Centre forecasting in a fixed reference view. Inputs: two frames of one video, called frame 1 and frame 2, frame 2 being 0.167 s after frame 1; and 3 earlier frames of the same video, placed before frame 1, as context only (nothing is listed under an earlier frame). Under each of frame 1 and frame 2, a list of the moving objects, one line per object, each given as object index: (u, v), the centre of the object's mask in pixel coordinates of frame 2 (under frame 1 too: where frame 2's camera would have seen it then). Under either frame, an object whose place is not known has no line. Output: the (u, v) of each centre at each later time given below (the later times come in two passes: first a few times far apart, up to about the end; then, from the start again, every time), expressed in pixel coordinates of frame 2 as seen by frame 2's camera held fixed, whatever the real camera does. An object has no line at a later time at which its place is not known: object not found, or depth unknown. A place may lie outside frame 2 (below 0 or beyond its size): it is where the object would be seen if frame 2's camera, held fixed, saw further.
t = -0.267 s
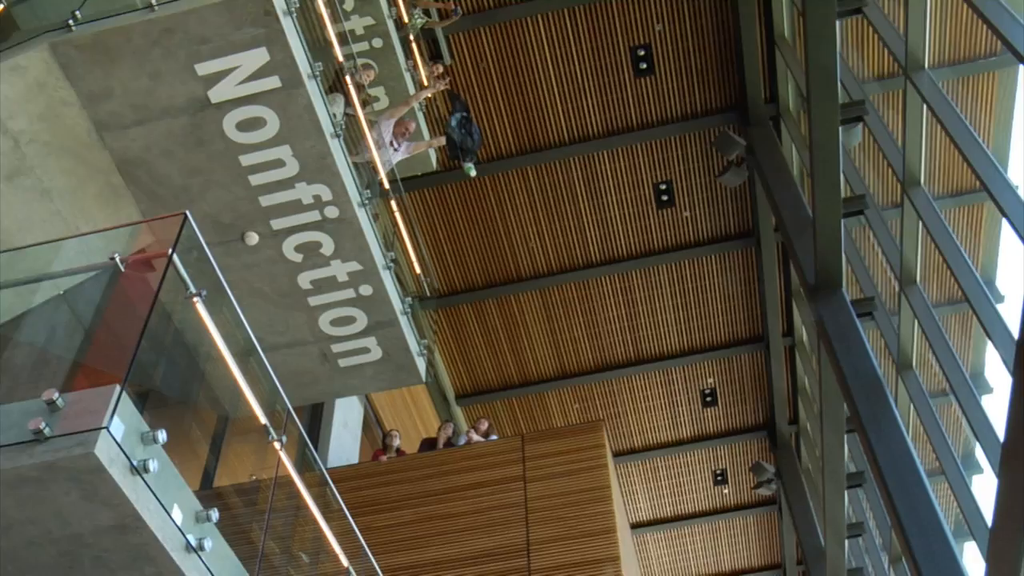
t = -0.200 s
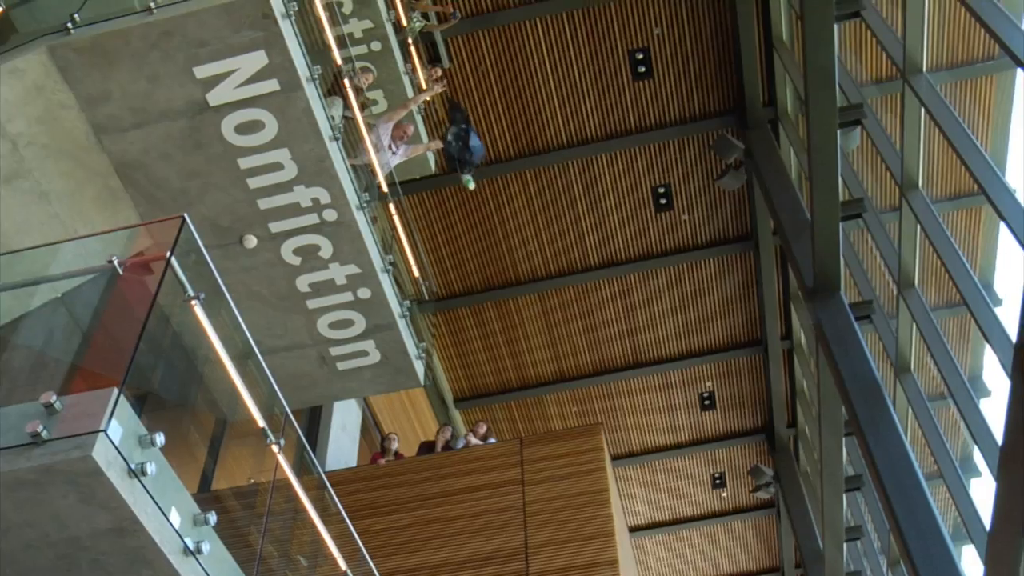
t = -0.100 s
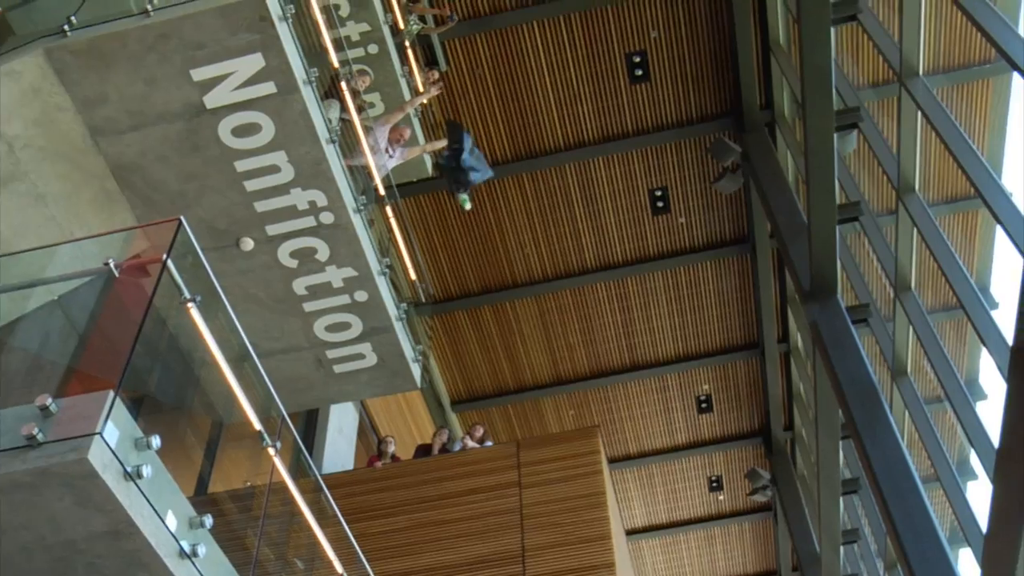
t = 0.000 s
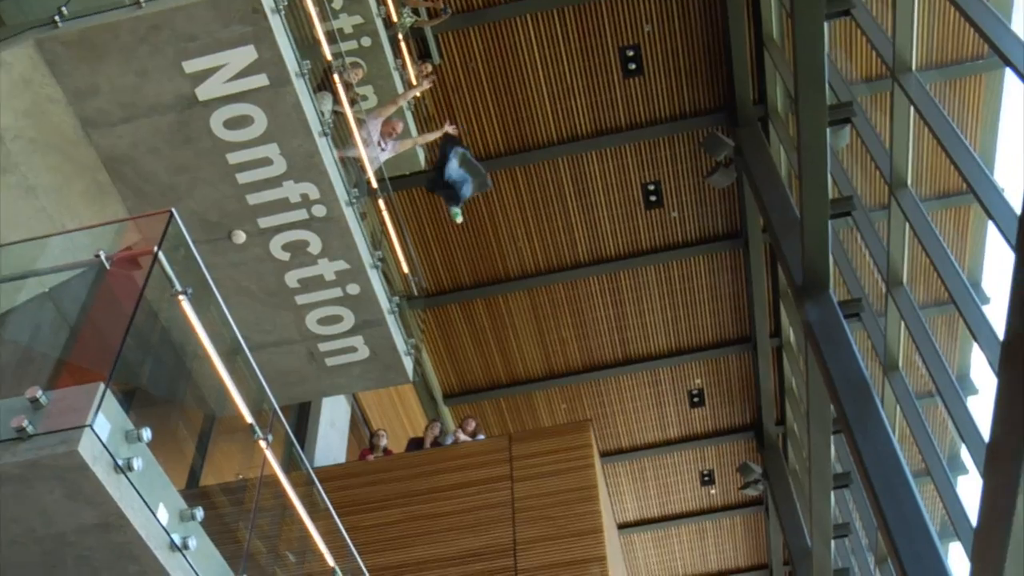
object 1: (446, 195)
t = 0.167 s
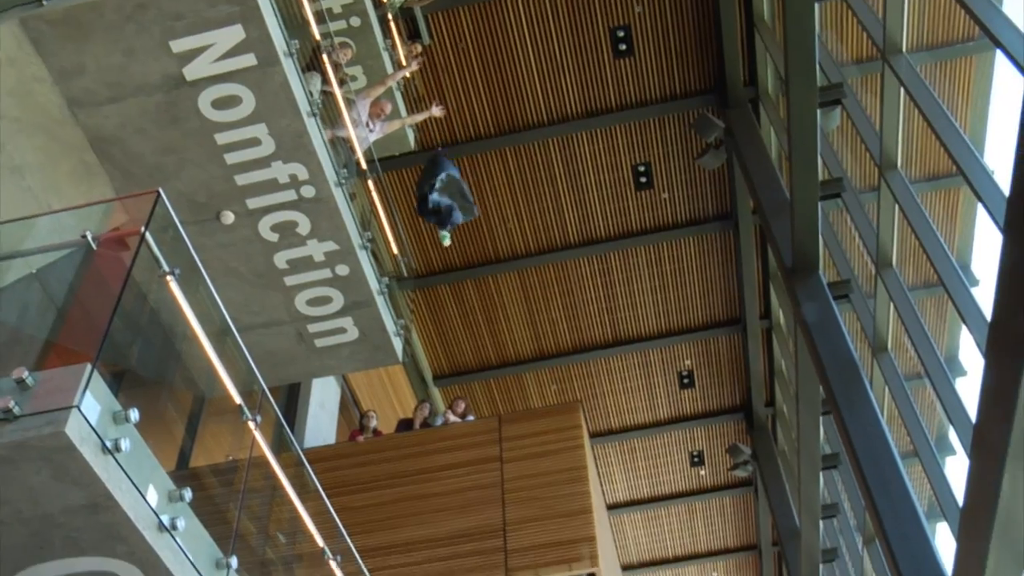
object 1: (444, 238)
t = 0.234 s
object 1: (444, 258)
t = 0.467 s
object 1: (448, 344)
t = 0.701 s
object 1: (457, 449)
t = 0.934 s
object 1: (470, 574)
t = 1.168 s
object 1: (486, 725)
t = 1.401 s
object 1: (509, 904)
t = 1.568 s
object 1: (539, 1056)
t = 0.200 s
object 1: (444, 248)
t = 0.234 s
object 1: (444, 258)
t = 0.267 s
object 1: (445, 269)
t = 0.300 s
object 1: (445, 280)
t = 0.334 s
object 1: (446, 291)
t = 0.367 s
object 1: (447, 304)
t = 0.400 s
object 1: (447, 316)
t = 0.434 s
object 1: (448, 330)
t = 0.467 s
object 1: (448, 344)
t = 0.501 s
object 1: (449, 358)
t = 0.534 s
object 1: (450, 373)
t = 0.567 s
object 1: (451, 388)
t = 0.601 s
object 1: (452, 402)
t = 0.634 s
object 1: (454, 417)
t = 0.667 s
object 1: (455, 433)
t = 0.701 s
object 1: (457, 449)
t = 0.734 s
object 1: (458, 466)
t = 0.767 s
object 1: (460, 482)
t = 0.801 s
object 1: (461, 500)
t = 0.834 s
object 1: (464, 518)
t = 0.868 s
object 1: (466, 536)
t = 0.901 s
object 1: (468, 555)
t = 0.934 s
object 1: (470, 574)
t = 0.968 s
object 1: (472, 593)
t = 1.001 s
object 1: (474, 613)
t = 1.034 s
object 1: (477, 635)
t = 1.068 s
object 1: (479, 656)
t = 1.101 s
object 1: (482, 679)
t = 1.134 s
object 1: (484, 702)
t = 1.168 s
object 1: (486, 725)
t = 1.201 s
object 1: (488, 751)
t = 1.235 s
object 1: (491, 775)
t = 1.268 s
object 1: (494, 801)
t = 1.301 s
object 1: (496, 826)
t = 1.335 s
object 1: (500, 851)
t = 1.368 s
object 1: (504, 877)
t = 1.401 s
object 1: (509, 904)
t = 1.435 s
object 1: (514, 932)
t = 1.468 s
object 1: (520, 961)
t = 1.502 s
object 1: (526, 992)
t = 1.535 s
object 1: (533, 1025)
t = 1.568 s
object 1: (539, 1056)
